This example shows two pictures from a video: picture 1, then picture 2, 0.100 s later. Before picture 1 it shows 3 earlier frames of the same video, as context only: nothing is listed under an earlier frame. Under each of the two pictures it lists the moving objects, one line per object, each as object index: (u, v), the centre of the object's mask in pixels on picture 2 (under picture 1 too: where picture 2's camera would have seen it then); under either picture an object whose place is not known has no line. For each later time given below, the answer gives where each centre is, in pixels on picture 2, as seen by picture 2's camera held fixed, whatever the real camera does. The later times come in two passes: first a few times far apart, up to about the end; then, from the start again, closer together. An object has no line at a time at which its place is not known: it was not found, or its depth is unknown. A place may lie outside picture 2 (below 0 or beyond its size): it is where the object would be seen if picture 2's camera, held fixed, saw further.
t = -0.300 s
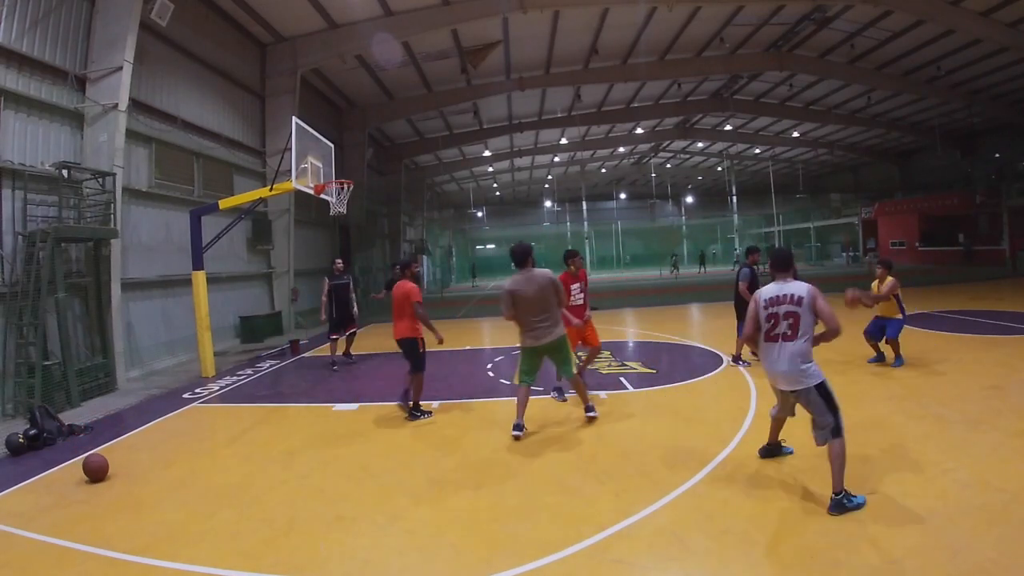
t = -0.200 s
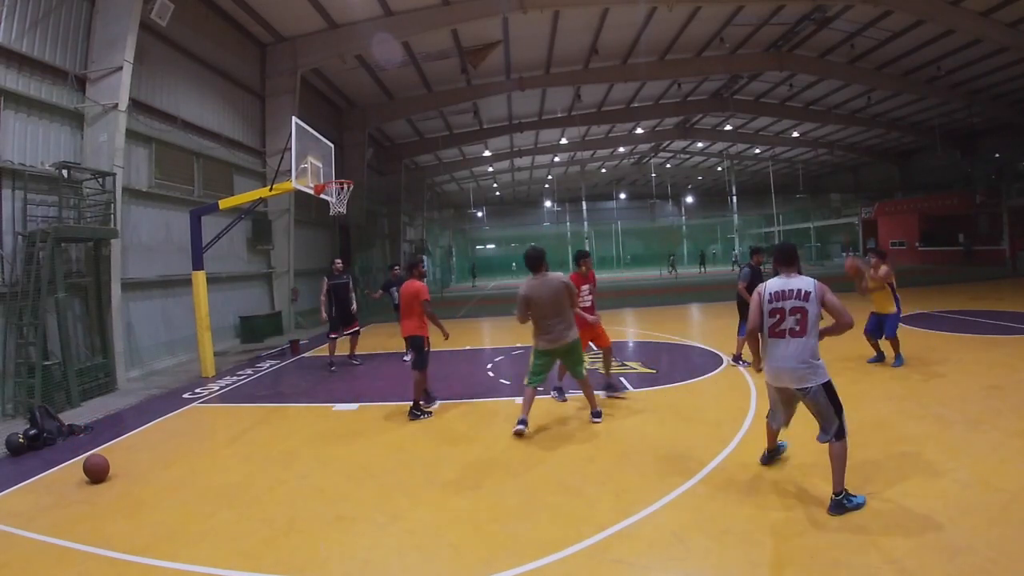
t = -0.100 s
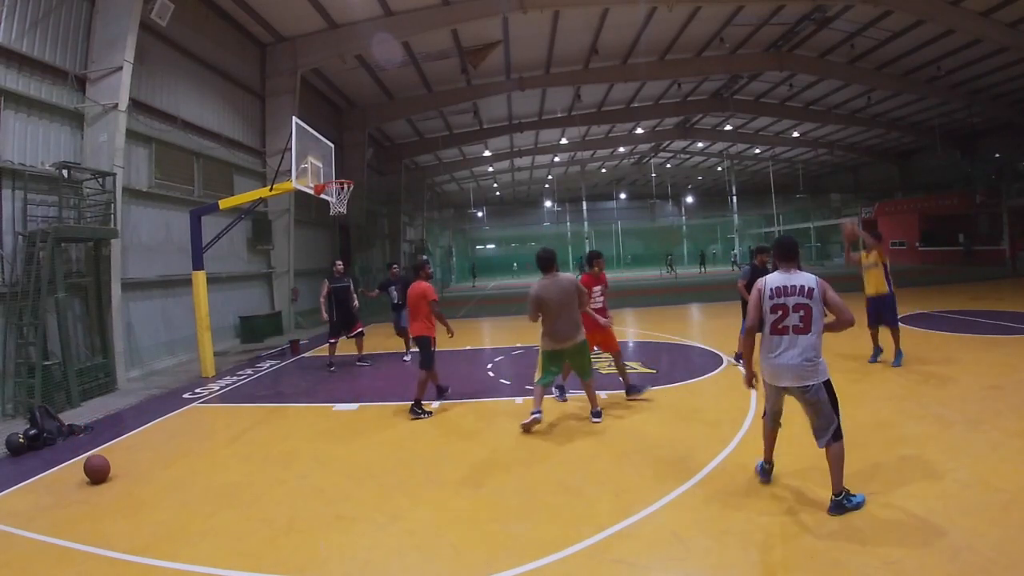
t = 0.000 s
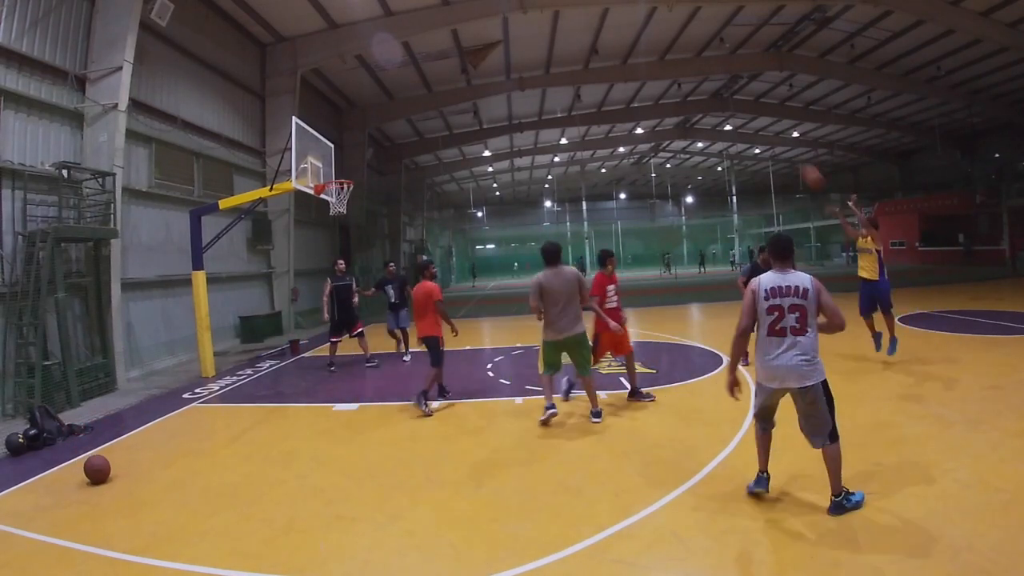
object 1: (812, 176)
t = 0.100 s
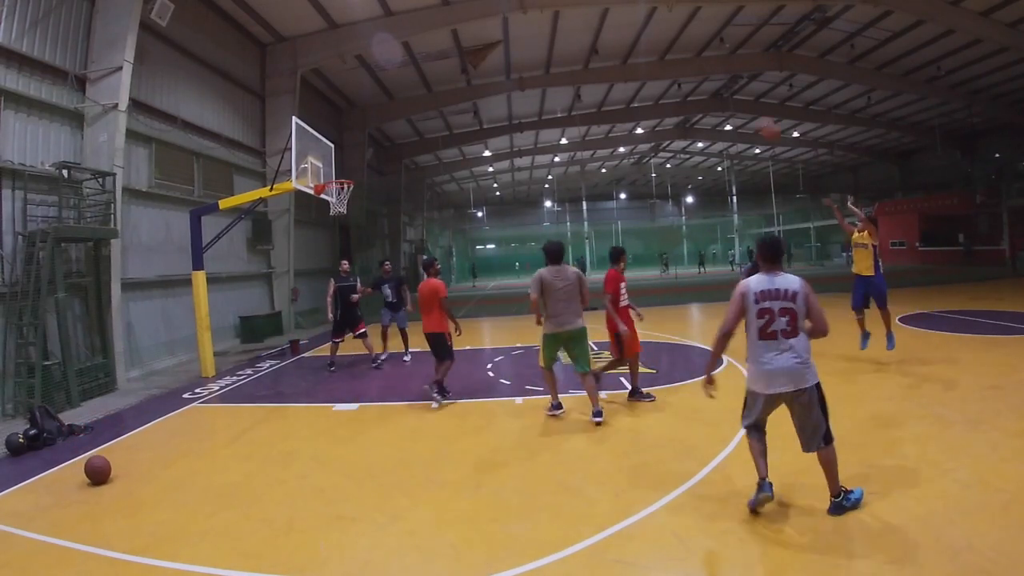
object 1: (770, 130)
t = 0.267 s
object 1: (697, 72)
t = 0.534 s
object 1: (592, 30)
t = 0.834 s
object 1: (491, 43)
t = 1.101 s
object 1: (412, 99)
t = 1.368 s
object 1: (370, 170)
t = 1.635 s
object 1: (454, 152)
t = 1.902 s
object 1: (538, 178)
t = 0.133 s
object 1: (754, 116)
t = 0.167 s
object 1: (740, 104)
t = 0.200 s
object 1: (726, 93)
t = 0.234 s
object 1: (711, 81)
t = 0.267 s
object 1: (697, 72)
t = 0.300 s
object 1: (682, 62)
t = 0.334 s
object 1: (669, 55)
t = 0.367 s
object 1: (656, 49)
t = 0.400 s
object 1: (643, 43)
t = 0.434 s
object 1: (630, 39)
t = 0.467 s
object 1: (617, 36)
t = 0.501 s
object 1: (604, 33)
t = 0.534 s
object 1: (592, 30)
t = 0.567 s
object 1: (579, 29)
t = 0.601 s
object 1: (568, 29)
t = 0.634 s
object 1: (556, 29)
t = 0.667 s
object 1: (544, 30)
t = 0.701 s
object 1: (533, 31)
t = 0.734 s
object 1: (522, 33)
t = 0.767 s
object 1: (511, 36)
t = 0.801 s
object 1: (499, 40)
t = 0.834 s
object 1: (491, 43)
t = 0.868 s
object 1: (479, 49)
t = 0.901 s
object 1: (470, 55)
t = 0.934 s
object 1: (459, 60)
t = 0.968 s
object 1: (451, 67)
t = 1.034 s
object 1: (430, 83)
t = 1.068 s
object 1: (421, 90)
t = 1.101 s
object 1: (412, 99)
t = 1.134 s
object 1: (403, 111)
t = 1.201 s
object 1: (385, 133)
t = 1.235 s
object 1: (377, 144)
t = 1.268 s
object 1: (369, 156)
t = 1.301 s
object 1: (361, 169)
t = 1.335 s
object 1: (360, 176)
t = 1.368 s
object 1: (370, 170)
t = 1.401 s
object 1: (380, 166)
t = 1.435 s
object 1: (390, 162)
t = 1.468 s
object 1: (401, 159)
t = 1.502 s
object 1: (412, 156)
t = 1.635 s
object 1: (454, 152)
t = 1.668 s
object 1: (464, 152)
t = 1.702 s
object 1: (472, 151)
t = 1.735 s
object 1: (484, 155)
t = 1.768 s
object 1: (496, 160)
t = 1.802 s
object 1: (506, 164)
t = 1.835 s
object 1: (518, 168)
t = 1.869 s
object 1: (528, 174)
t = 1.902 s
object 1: (538, 178)
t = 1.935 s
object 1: (549, 185)
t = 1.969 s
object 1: (560, 192)
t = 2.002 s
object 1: (568, 198)
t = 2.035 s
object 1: (580, 208)
